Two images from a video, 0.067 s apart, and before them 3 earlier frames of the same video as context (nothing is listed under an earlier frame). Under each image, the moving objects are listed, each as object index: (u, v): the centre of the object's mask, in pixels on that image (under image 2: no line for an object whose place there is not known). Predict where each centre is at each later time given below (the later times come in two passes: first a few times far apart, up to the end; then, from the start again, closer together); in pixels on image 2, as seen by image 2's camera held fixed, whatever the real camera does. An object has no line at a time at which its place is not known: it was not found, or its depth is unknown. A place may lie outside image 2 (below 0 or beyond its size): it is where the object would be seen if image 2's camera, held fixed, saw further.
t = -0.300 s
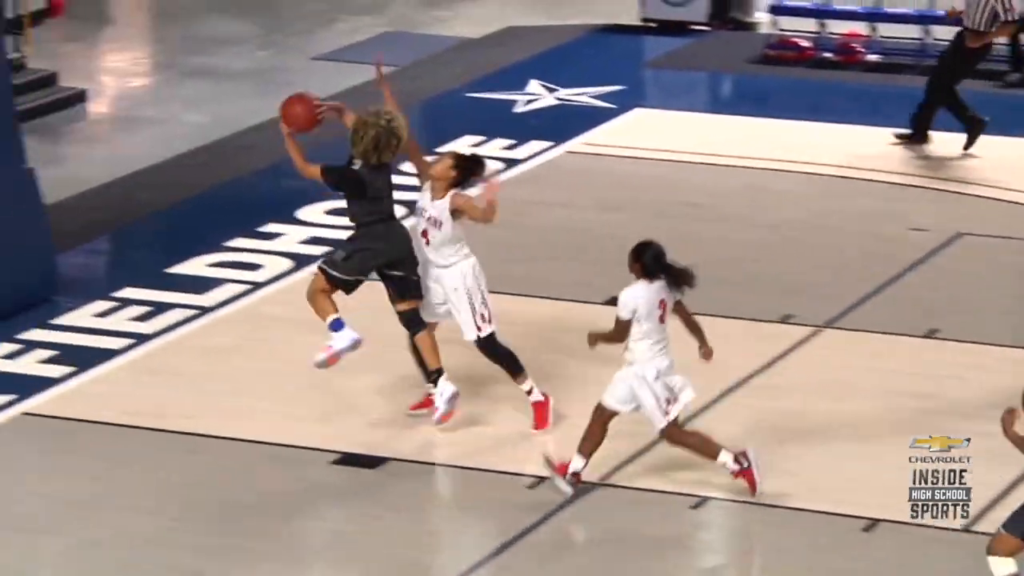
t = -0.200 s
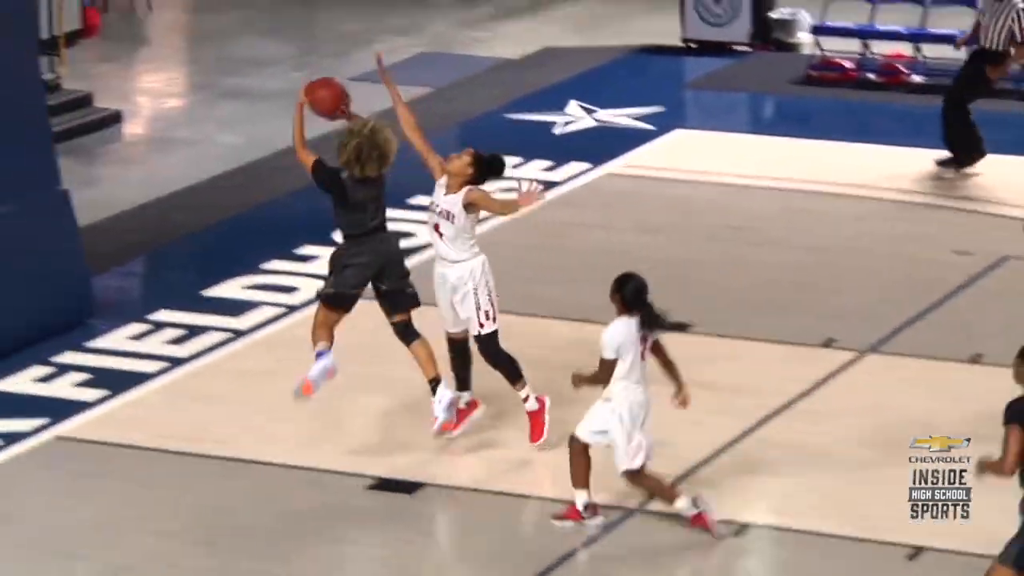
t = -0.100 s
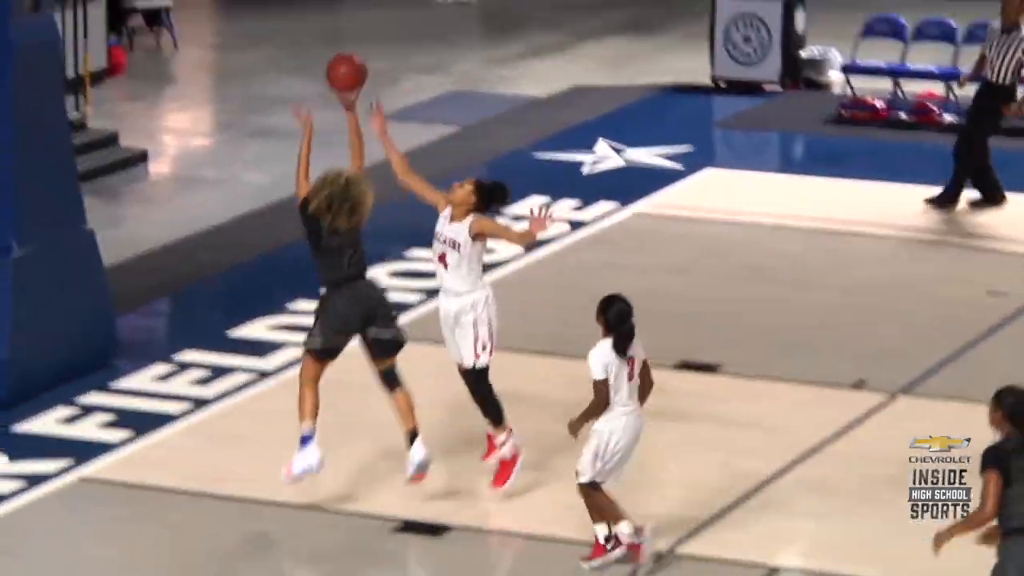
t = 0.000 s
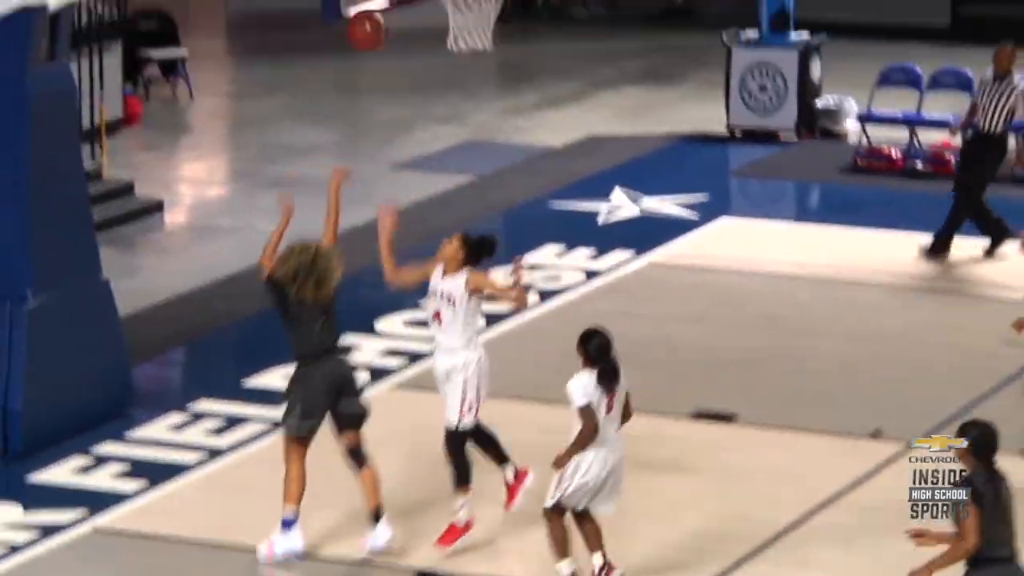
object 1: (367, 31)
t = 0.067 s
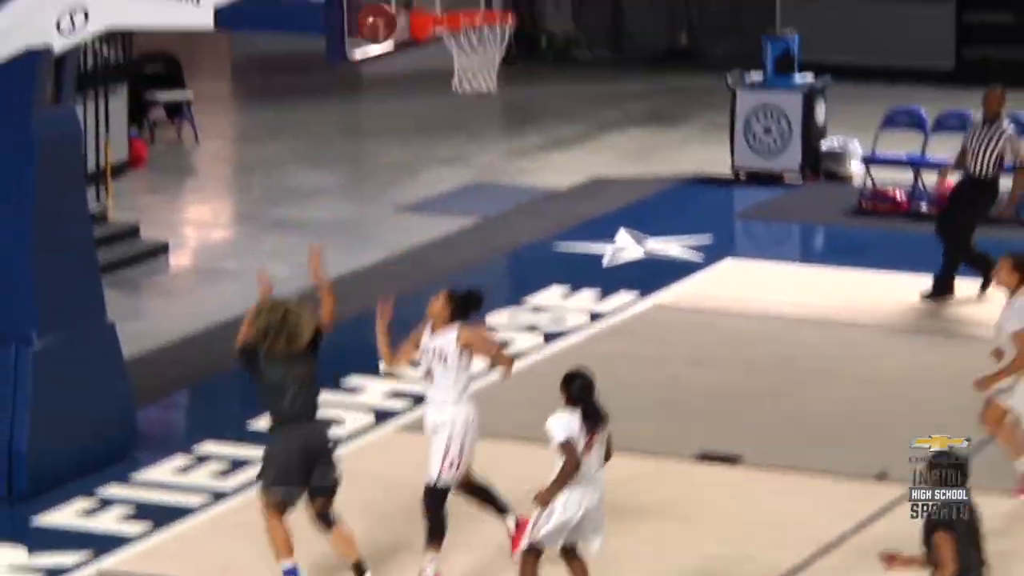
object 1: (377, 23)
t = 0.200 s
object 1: (384, -53)
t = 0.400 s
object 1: (424, -69)
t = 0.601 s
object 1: (469, -8)
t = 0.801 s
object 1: (499, 88)
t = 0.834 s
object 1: (500, 104)
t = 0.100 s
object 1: (378, 0)
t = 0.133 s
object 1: (380, -20)
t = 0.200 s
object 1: (384, -53)
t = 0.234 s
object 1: (386, -66)
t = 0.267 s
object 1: (393, -72)
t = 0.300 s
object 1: (401, -74)
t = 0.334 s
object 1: (408, -74)
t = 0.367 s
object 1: (416, -73)
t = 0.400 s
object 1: (424, -69)
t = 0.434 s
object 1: (431, -64)
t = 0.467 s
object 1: (439, -57)
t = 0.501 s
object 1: (447, -47)
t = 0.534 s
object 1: (454, -35)
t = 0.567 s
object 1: (462, -23)
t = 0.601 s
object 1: (469, -8)
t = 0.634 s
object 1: (477, 6)
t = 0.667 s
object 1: (485, 26)
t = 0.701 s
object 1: (494, 46)
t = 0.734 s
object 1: (499, 66)
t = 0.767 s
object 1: (501, 79)
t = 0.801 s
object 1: (499, 88)
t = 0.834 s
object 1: (500, 104)
